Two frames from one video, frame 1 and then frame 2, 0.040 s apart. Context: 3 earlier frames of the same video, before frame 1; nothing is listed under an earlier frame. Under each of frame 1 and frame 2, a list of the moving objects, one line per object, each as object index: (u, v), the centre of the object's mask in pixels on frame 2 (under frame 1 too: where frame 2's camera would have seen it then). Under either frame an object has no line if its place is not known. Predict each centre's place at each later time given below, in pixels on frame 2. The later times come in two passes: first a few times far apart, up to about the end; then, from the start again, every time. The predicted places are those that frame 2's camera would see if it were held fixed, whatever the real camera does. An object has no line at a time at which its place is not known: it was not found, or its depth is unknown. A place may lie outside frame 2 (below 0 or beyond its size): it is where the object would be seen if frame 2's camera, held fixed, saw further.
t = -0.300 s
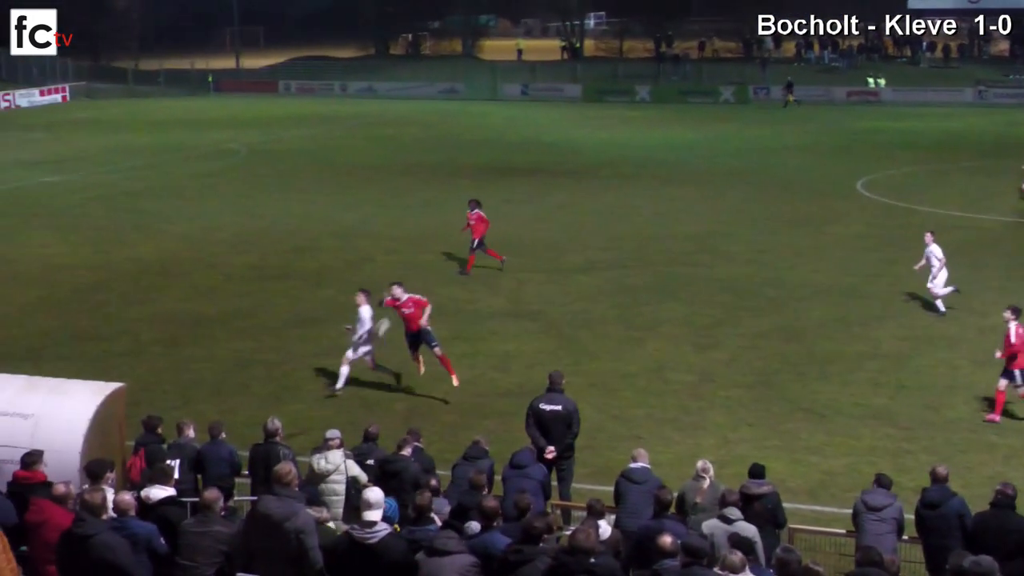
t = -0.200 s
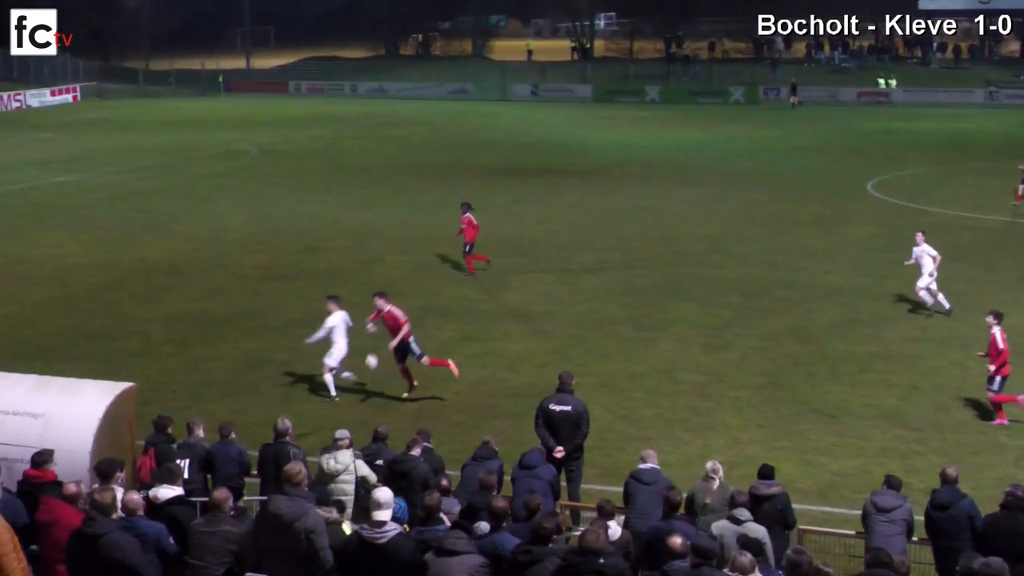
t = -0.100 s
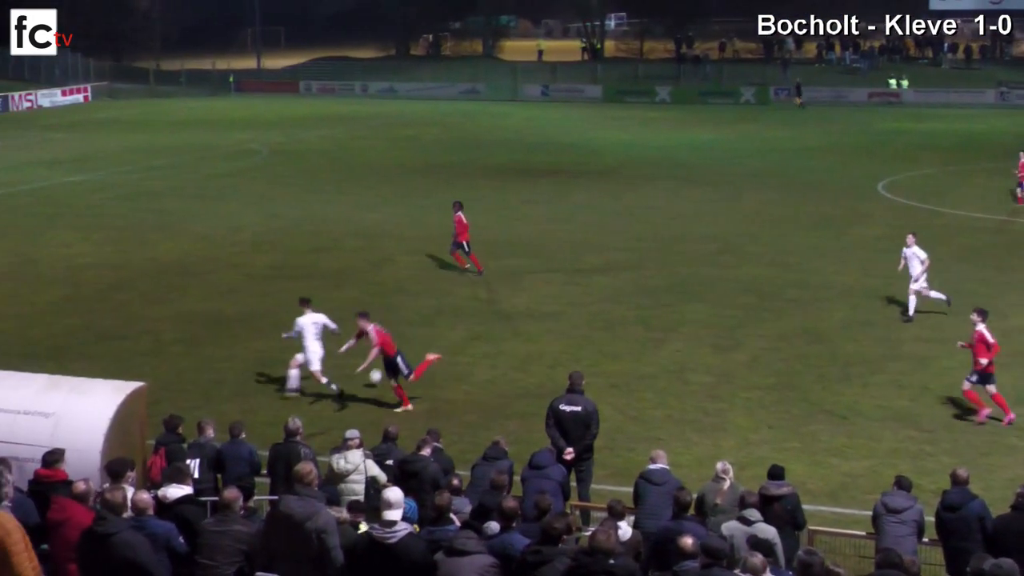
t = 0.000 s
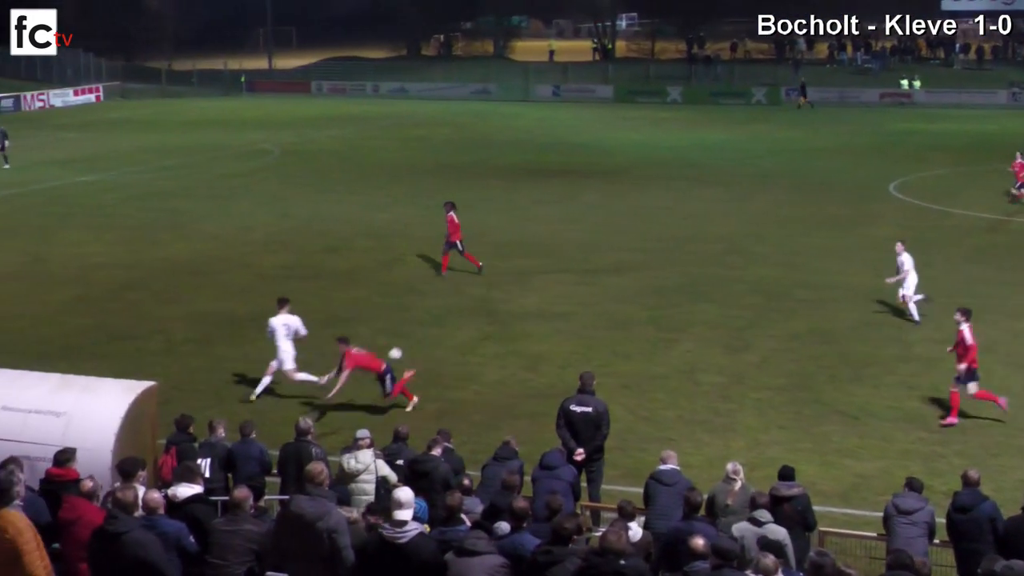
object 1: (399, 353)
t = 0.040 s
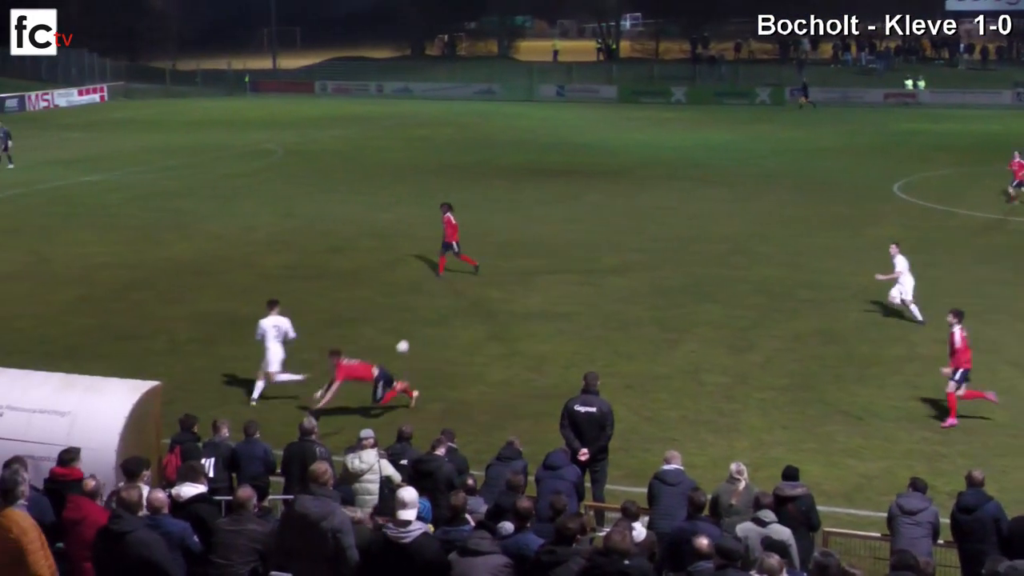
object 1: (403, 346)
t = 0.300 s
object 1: (425, 323)
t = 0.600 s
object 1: (450, 342)
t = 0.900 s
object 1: (461, 346)
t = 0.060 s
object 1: (404, 343)
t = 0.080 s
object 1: (406, 340)
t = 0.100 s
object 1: (408, 337)
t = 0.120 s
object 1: (409, 335)
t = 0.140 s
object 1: (411, 332)
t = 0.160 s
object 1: (413, 330)
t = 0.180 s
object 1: (415, 329)
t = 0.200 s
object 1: (416, 327)
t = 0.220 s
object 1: (418, 326)
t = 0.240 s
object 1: (420, 325)
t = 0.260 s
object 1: (422, 324)
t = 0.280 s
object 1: (423, 323)
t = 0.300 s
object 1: (425, 323)
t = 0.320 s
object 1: (427, 323)
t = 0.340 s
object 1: (428, 323)
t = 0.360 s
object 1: (430, 323)
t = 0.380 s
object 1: (431, 324)
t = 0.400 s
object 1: (433, 324)
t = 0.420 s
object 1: (435, 325)
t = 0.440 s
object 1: (436, 326)
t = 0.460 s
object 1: (439, 327)
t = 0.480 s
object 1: (440, 329)
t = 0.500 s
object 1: (441, 331)
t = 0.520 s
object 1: (443, 332)
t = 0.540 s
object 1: (445, 335)
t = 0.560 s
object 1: (446, 337)
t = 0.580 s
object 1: (448, 340)
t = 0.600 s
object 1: (450, 342)
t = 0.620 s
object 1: (451, 345)
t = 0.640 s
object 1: (453, 349)
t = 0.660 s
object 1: (454, 352)
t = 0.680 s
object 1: (456, 357)
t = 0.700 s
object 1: (458, 360)
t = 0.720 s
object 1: (459, 365)
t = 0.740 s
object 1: (460, 368)
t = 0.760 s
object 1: (461, 366)
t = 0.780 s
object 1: (461, 363)
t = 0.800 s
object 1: (461, 359)
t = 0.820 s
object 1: (461, 356)
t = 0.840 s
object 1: (461, 354)
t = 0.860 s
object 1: (461, 351)
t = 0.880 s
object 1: (461, 349)
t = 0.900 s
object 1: (461, 346)
